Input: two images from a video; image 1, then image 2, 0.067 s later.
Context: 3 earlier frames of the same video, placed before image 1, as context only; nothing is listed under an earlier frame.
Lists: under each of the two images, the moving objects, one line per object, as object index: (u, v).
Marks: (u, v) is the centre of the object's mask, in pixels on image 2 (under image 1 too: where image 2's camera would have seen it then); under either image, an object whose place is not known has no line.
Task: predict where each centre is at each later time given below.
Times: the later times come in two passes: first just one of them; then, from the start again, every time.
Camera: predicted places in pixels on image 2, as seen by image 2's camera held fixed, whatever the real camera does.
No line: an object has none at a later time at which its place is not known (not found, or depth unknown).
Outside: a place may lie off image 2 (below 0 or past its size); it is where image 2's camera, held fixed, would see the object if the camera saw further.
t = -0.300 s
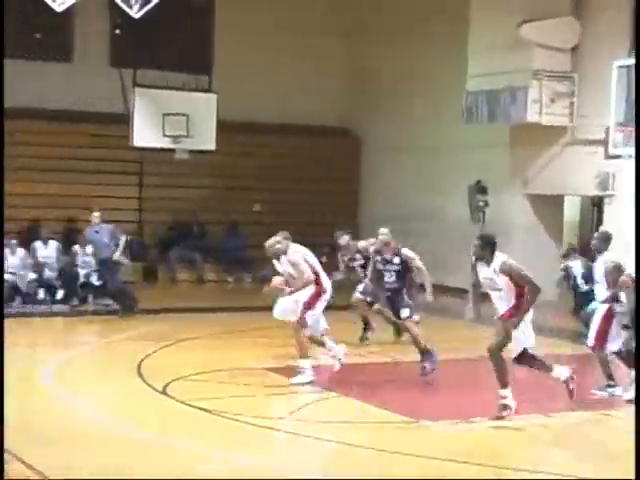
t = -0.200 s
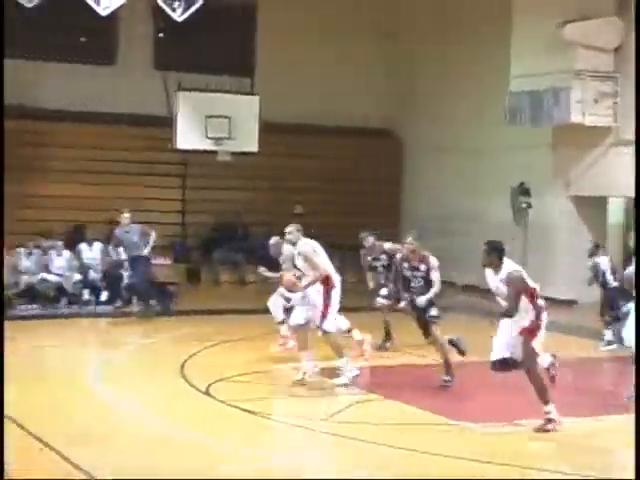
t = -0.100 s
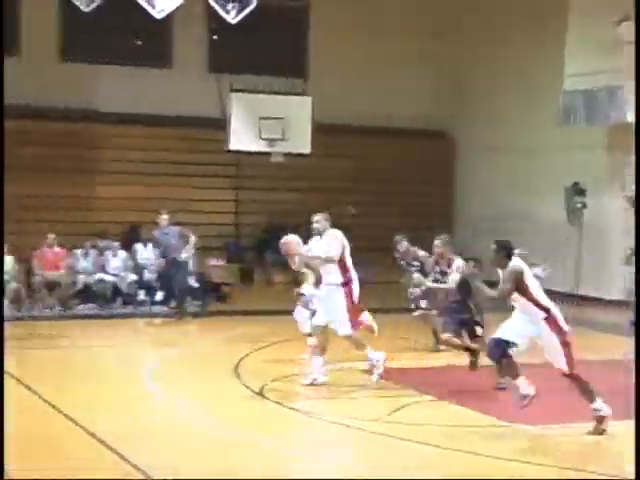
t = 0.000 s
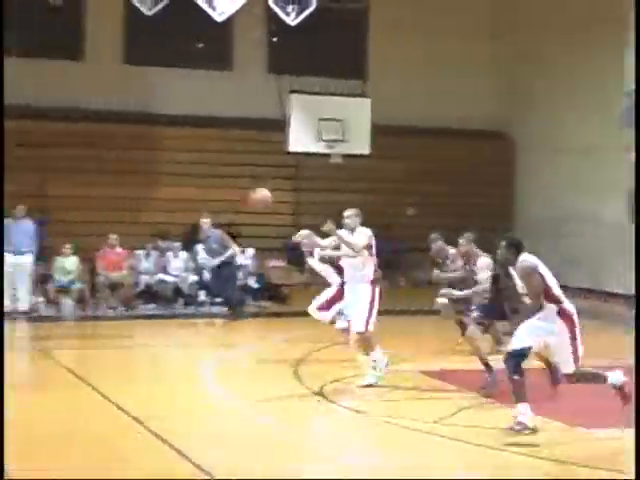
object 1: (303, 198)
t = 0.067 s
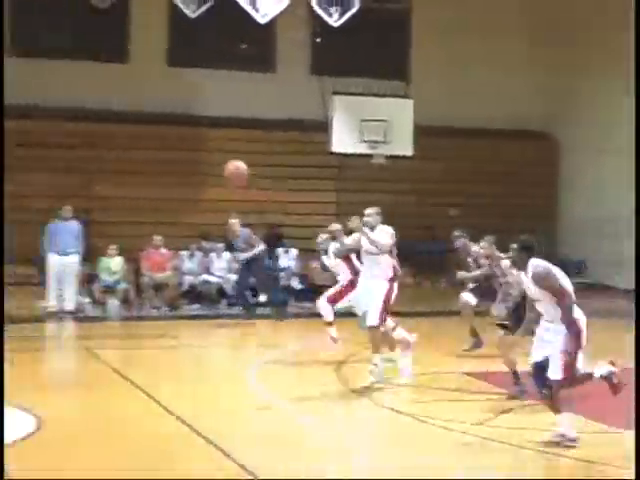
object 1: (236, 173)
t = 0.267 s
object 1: (7, 98)
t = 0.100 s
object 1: (201, 159)
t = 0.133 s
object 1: (164, 145)
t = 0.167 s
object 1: (126, 133)
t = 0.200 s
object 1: (88, 121)
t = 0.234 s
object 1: (48, 109)
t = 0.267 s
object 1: (7, 98)
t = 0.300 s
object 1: (-36, 88)
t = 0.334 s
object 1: (-80, 75)
